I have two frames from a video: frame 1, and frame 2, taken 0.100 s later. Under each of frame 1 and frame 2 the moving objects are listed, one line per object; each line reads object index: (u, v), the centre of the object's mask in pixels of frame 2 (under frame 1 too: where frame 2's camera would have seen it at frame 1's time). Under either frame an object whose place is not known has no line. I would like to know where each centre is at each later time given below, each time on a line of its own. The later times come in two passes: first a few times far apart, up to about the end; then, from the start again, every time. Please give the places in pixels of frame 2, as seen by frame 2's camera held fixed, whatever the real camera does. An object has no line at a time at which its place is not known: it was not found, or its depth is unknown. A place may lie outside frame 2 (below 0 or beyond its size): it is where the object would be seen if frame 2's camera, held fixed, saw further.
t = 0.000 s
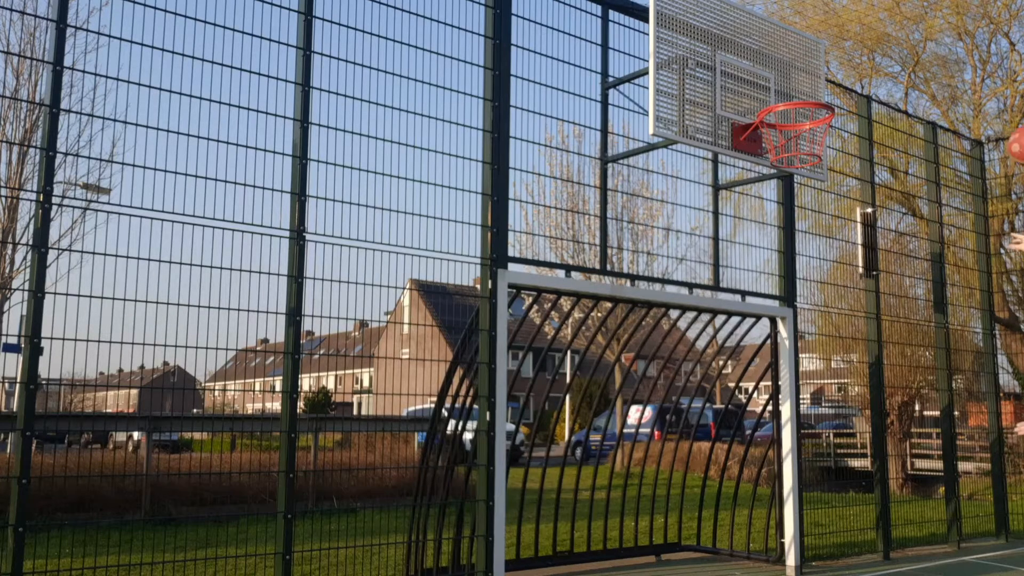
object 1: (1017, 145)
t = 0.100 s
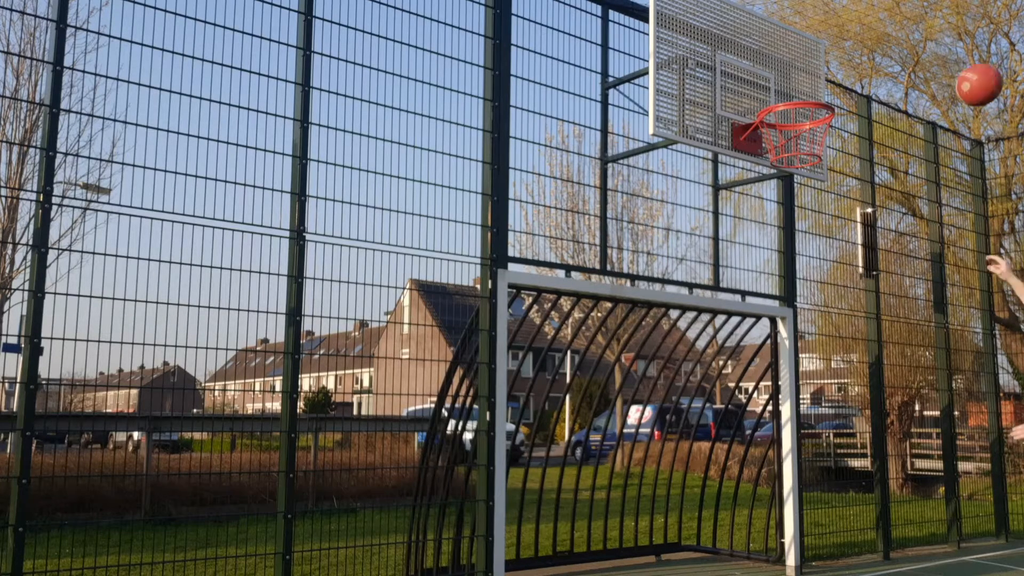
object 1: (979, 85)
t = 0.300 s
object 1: (887, 29)
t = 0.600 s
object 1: (780, 71)
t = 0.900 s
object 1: (753, 64)
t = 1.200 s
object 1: (782, 67)
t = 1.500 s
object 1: (793, 82)
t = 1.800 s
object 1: (799, 115)
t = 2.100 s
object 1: (814, 329)
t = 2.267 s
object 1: (827, 557)
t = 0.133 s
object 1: (963, 70)
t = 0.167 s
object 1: (946, 58)
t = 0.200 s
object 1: (931, 48)
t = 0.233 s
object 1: (916, 39)
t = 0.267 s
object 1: (901, 33)
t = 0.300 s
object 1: (887, 29)
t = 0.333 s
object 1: (874, 27)
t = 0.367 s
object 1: (861, 27)
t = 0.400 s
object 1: (849, 28)
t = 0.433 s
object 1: (836, 31)
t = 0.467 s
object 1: (825, 36)
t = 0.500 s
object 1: (813, 43)
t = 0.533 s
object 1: (802, 51)
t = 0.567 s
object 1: (791, 60)
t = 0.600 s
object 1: (780, 71)
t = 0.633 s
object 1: (769, 84)
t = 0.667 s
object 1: (758, 95)
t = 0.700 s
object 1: (754, 90)
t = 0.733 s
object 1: (748, 83)
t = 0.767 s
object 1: (743, 78)
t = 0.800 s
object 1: (740, 74)
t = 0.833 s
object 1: (744, 69)
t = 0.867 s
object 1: (749, 66)
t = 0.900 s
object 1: (753, 64)
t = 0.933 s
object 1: (757, 64)
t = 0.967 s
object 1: (761, 65)
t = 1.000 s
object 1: (766, 69)
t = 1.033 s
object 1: (770, 74)
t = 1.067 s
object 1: (775, 80)
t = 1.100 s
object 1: (779, 87)
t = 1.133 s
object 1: (780, 80)
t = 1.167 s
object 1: (781, 73)
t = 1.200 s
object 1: (782, 67)
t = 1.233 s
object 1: (783, 64)
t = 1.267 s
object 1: (784, 61)
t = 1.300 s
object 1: (785, 61)
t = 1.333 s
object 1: (787, 62)
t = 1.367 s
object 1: (788, 65)
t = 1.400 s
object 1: (789, 69)
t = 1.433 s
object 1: (791, 75)
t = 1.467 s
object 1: (792, 84)
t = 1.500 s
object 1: (793, 82)
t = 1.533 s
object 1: (793, 78)
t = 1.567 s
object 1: (794, 77)
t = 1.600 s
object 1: (794, 77)
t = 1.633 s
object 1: (795, 78)
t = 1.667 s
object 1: (796, 81)
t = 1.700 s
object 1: (797, 86)
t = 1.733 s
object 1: (798, 94)
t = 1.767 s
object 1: (799, 103)
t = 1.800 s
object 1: (799, 115)
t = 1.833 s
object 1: (801, 128)
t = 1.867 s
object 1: (801, 144)
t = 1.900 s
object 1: (803, 163)
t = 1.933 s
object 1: (805, 183)
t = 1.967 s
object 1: (806, 207)
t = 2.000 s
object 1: (808, 233)
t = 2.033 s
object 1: (810, 262)
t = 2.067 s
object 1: (812, 294)
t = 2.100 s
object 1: (814, 329)
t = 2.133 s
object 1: (816, 367)
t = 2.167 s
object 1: (818, 409)
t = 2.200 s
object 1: (821, 456)
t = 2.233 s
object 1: (824, 505)
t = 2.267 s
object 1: (827, 557)
